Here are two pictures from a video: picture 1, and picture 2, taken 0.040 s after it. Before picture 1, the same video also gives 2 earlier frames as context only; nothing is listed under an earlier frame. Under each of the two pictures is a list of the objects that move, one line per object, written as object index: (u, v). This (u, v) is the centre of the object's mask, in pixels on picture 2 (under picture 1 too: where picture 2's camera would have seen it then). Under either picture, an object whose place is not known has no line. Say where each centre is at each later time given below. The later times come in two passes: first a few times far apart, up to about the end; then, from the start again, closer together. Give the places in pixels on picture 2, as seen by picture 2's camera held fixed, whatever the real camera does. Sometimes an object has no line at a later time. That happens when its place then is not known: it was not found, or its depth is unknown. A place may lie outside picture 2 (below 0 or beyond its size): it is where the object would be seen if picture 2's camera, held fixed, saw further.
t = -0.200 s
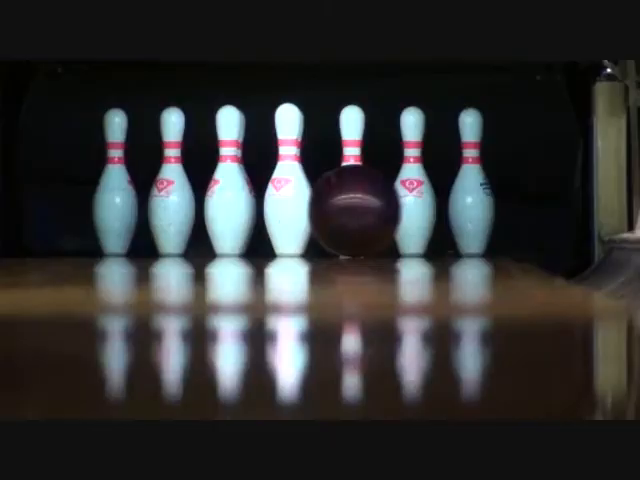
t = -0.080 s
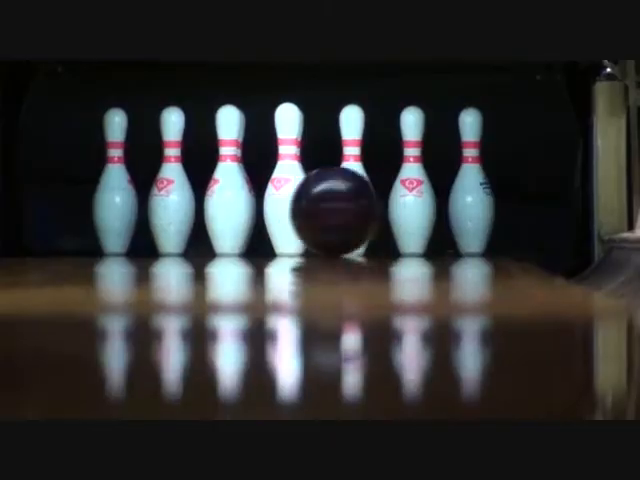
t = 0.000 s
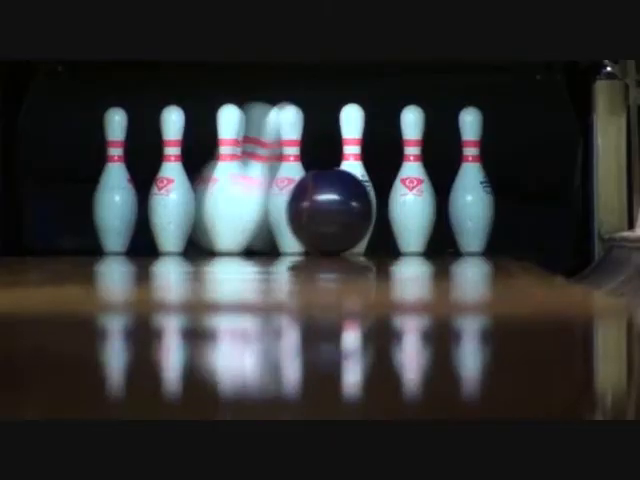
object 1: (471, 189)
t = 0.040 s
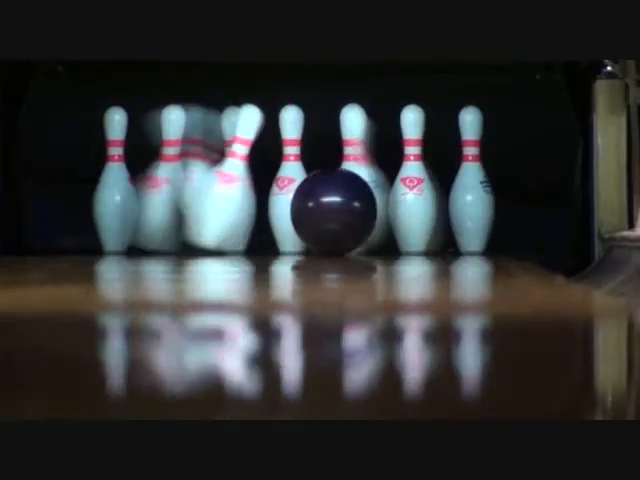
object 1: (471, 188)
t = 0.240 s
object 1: (468, 189)
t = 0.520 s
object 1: (393, 183)
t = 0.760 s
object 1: (326, 220)
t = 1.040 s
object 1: (262, 222)
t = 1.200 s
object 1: (234, 230)
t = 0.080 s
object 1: (474, 187)
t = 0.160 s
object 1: (470, 188)
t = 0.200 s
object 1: (472, 190)
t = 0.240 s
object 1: (468, 189)
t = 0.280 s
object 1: (457, 189)
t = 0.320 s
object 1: (447, 188)
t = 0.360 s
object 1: (436, 186)
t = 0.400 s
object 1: (425, 184)
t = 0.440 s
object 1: (414, 184)
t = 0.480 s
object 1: (404, 183)
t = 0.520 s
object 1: (393, 183)
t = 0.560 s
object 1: (381, 186)
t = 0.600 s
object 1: (368, 190)
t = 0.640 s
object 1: (354, 201)
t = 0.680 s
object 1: (340, 218)
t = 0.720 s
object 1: (337, 229)
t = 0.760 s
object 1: (326, 220)
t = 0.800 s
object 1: (320, 217)
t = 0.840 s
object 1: (309, 214)
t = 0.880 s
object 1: (297, 216)
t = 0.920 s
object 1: (283, 222)
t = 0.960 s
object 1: (271, 229)
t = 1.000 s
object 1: (267, 226)
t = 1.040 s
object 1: (262, 222)
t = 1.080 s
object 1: (256, 224)
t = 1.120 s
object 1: (248, 224)
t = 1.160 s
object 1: (238, 228)
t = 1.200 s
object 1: (234, 230)
